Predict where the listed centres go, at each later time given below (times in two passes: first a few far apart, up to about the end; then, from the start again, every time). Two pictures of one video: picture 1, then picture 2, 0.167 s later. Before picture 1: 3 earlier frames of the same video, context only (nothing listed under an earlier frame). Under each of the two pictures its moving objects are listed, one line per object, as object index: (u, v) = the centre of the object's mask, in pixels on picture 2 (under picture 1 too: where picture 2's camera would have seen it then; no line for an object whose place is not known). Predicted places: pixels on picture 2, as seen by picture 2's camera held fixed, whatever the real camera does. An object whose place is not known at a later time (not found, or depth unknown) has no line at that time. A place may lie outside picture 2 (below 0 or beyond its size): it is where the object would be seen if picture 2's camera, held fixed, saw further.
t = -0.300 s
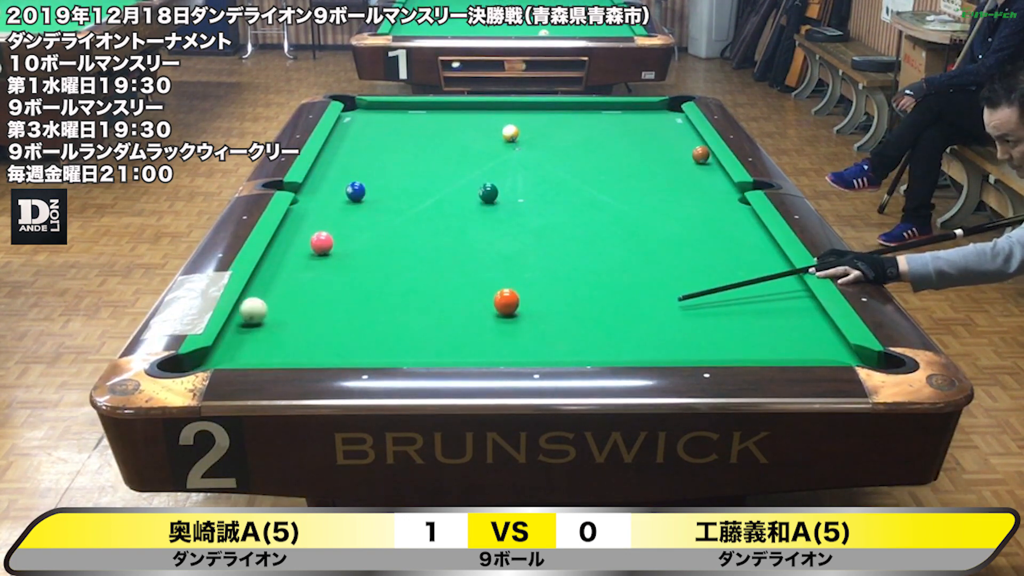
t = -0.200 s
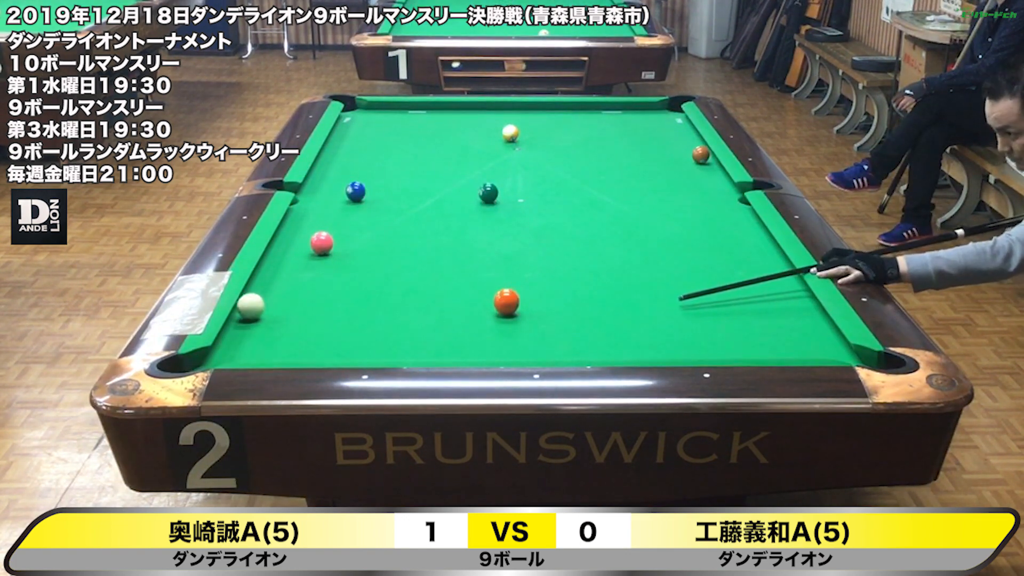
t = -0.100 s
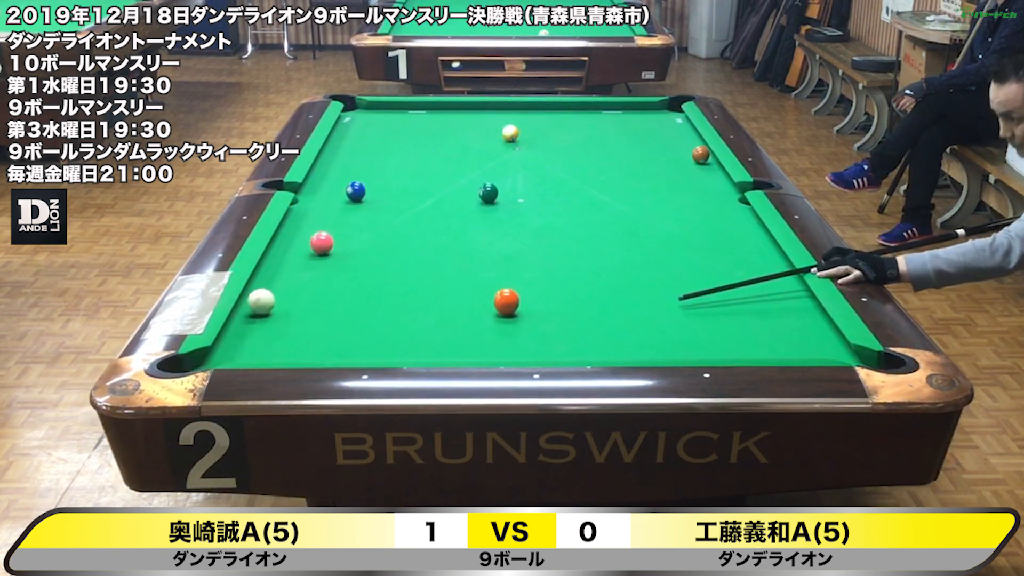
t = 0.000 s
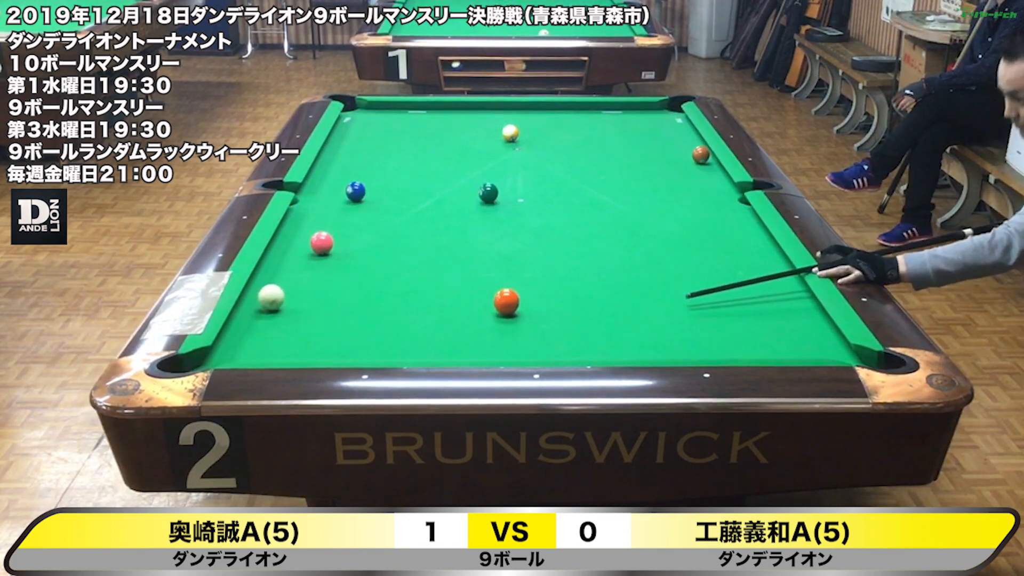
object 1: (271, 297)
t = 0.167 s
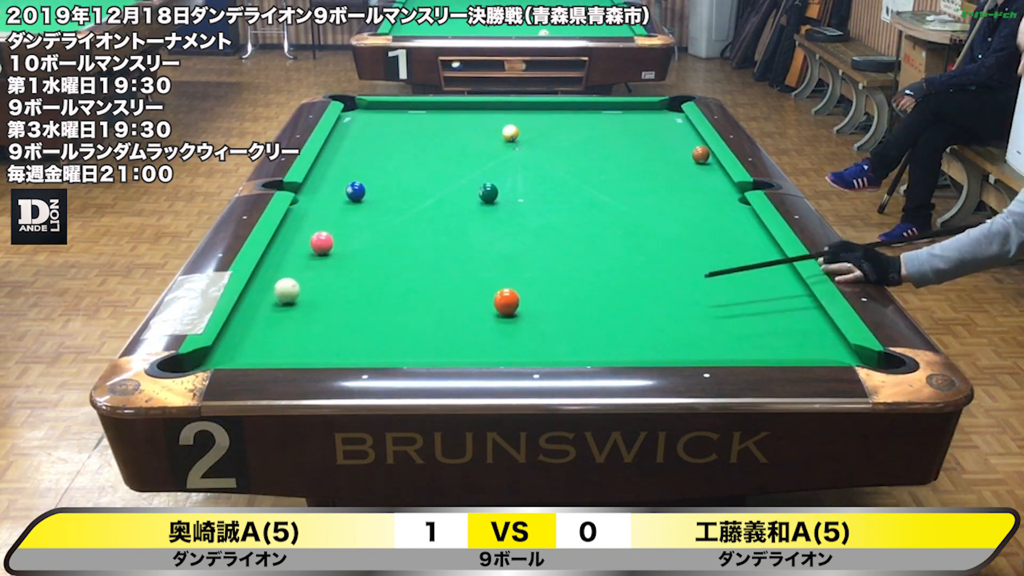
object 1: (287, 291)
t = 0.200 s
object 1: (289, 289)
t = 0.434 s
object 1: (309, 281)
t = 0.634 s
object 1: (325, 274)
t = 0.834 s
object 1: (339, 268)
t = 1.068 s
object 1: (354, 262)
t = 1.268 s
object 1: (365, 257)
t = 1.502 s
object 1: (378, 251)
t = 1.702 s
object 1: (387, 247)
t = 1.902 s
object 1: (395, 244)
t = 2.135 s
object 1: (404, 240)
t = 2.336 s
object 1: (410, 237)
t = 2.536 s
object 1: (416, 234)
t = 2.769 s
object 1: (423, 232)
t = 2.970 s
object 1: (427, 230)
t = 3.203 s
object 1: (431, 228)
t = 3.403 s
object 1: (434, 227)
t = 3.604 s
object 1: (436, 226)
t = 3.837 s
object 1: (438, 225)
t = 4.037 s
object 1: (438, 225)
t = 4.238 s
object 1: (438, 225)
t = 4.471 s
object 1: (438, 225)
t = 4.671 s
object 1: (438, 225)
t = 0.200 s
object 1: (289, 289)
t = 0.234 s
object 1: (292, 288)
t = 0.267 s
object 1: (295, 287)
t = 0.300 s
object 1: (298, 286)
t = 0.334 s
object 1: (301, 284)
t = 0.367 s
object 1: (304, 283)
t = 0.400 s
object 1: (307, 282)
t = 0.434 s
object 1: (309, 281)
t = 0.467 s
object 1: (312, 280)
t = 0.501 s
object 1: (315, 279)
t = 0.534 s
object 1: (318, 278)
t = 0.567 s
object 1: (320, 277)
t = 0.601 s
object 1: (322, 275)
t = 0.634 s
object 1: (325, 274)
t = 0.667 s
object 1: (327, 273)
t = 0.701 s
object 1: (330, 272)
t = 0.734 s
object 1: (332, 271)
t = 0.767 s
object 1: (334, 270)
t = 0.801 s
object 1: (337, 269)
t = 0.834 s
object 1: (339, 268)
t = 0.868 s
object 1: (341, 267)
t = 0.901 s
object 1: (343, 266)
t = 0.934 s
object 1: (346, 265)
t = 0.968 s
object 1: (348, 264)
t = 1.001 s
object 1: (350, 263)
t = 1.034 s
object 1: (352, 263)
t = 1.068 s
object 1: (354, 262)
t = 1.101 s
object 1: (356, 261)
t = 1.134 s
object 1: (358, 260)
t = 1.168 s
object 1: (360, 259)
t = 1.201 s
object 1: (362, 258)
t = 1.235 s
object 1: (364, 258)
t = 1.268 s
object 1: (365, 257)
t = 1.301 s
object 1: (367, 256)
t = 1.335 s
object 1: (369, 255)
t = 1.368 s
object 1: (371, 254)
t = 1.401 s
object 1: (373, 254)
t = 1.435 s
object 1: (374, 253)
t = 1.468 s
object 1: (376, 252)
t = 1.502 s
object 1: (378, 251)
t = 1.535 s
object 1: (379, 251)
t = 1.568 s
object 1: (381, 250)
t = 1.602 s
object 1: (383, 249)
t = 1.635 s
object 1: (384, 249)
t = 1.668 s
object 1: (386, 248)
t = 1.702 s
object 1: (387, 247)
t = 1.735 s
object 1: (389, 247)
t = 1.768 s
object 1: (390, 246)
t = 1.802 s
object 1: (391, 246)
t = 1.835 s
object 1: (392, 245)
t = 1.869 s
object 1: (394, 245)
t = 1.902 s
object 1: (395, 244)
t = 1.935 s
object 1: (396, 243)
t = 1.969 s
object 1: (398, 243)
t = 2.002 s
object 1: (399, 242)
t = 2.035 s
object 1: (400, 242)
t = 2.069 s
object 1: (402, 241)
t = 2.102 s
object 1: (403, 241)
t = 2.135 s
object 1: (404, 240)
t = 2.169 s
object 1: (405, 240)
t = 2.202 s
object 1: (406, 239)
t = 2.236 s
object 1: (407, 239)
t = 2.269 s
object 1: (408, 238)
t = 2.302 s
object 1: (409, 237)
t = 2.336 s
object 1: (410, 237)
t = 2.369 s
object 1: (412, 237)
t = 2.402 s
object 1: (412, 236)
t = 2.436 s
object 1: (414, 236)
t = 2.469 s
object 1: (414, 235)
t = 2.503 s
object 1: (415, 235)
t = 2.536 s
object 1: (416, 234)
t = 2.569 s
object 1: (417, 234)
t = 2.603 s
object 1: (418, 234)
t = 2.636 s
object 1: (419, 233)
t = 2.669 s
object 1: (420, 233)
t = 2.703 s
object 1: (421, 232)
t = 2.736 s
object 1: (422, 232)
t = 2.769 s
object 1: (423, 232)
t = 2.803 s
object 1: (423, 232)
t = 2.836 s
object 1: (424, 231)
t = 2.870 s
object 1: (425, 231)
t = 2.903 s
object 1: (425, 230)
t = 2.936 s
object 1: (426, 230)
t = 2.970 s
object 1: (427, 230)
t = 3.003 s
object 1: (428, 229)
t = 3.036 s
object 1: (428, 229)
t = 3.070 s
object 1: (429, 229)
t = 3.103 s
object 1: (430, 229)
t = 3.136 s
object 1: (430, 229)
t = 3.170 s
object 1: (431, 228)
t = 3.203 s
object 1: (431, 228)
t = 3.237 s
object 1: (432, 228)
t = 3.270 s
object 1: (432, 228)
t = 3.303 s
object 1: (433, 227)
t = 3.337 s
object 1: (433, 228)
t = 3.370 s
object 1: (434, 227)
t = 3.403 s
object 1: (434, 227)
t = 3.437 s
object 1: (434, 227)
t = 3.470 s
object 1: (435, 227)
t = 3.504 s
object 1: (435, 227)
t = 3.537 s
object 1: (436, 226)
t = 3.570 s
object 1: (436, 226)
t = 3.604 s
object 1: (436, 226)
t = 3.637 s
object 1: (437, 226)
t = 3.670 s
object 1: (437, 226)
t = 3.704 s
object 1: (437, 226)
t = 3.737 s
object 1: (437, 226)
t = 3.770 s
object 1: (438, 226)
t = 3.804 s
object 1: (438, 225)
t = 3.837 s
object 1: (438, 225)
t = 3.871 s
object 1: (438, 225)
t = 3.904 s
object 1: (438, 225)
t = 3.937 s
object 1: (438, 225)
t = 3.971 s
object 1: (438, 225)
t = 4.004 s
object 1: (438, 225)
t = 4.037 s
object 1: (438, 225)
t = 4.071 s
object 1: (438, 225)
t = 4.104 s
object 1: (438, 225)
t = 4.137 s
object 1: (438, 225)
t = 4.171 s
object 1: (438, 225)
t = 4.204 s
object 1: (438, 225)
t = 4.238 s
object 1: (438, 225)
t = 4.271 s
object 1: (438, 225)
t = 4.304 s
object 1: (438, 225)
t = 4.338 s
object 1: (438, 225)
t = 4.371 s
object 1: (438, 225)
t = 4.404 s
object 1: (438, 225)
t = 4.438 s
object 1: (438, 225)
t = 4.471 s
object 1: (438, 225)
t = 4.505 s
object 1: (438, 225)
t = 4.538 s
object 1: (438, 225)
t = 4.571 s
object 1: (438, 225)
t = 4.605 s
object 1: (438, 225)
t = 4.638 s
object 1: (438, 225)
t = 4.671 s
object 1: (438, 225)
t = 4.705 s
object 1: (438, 225)
